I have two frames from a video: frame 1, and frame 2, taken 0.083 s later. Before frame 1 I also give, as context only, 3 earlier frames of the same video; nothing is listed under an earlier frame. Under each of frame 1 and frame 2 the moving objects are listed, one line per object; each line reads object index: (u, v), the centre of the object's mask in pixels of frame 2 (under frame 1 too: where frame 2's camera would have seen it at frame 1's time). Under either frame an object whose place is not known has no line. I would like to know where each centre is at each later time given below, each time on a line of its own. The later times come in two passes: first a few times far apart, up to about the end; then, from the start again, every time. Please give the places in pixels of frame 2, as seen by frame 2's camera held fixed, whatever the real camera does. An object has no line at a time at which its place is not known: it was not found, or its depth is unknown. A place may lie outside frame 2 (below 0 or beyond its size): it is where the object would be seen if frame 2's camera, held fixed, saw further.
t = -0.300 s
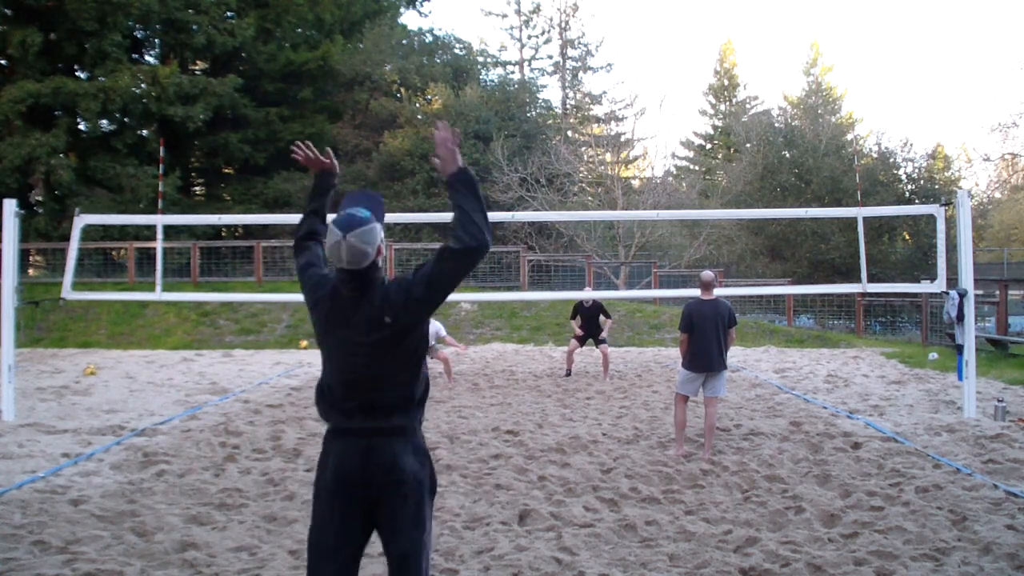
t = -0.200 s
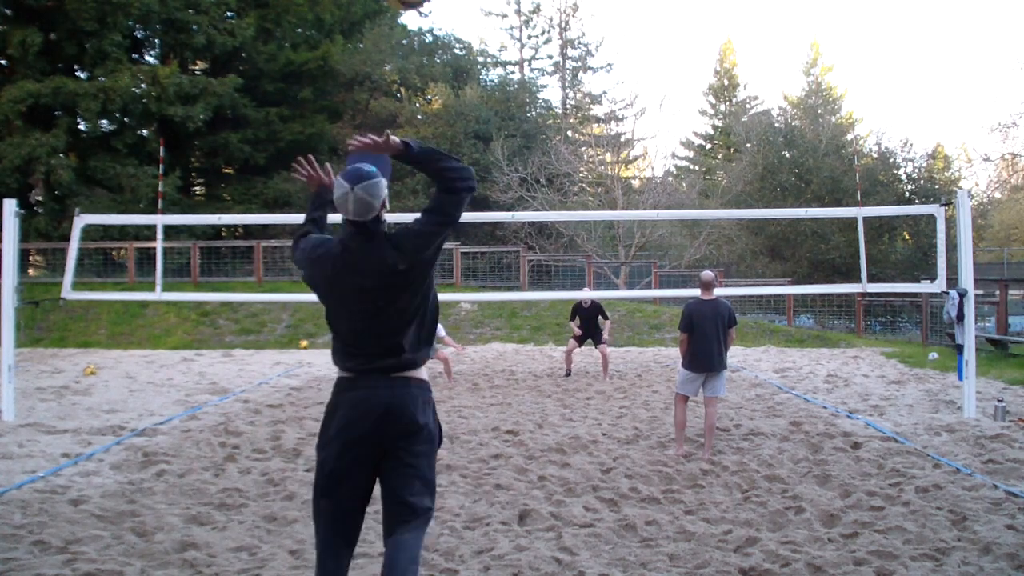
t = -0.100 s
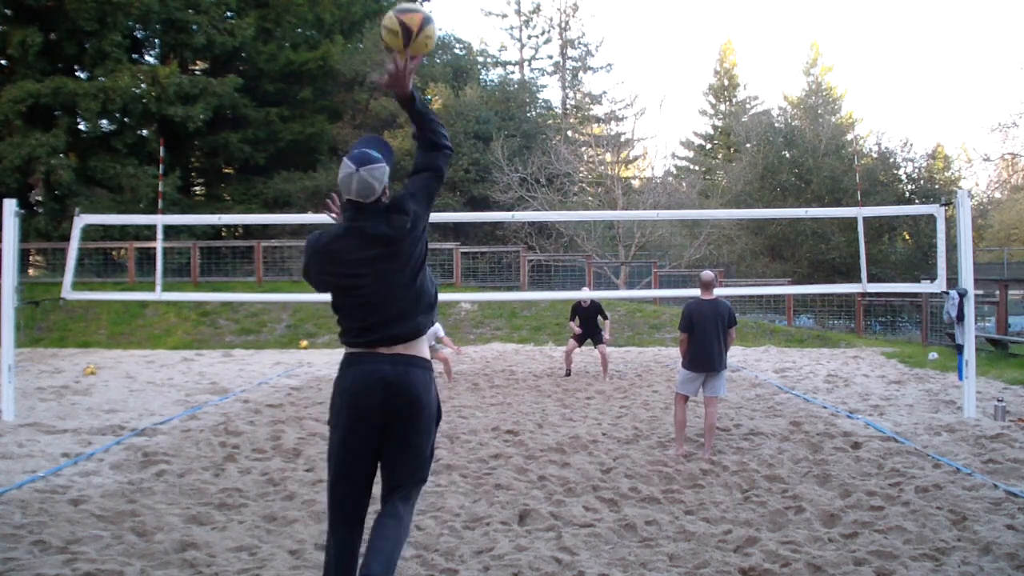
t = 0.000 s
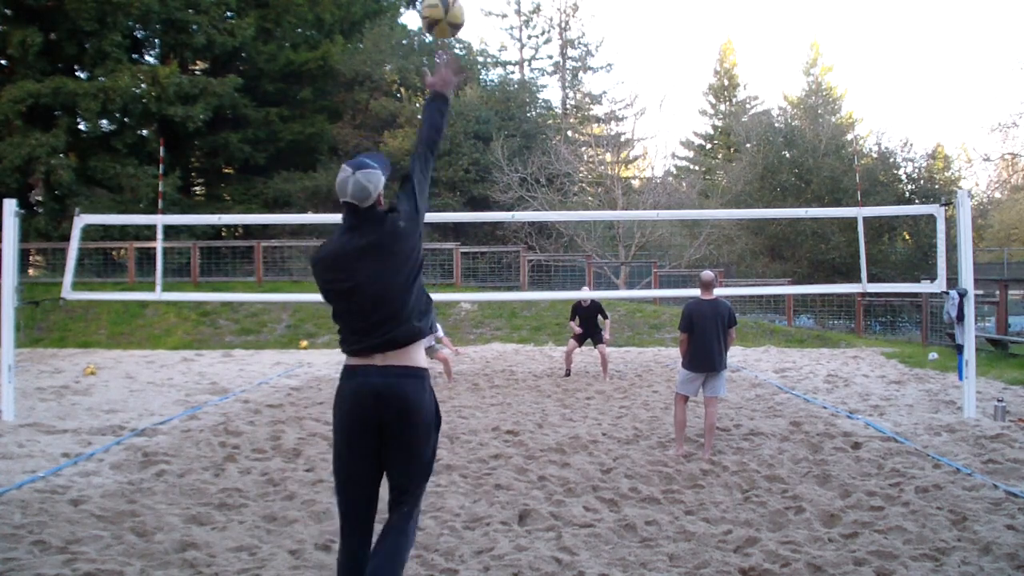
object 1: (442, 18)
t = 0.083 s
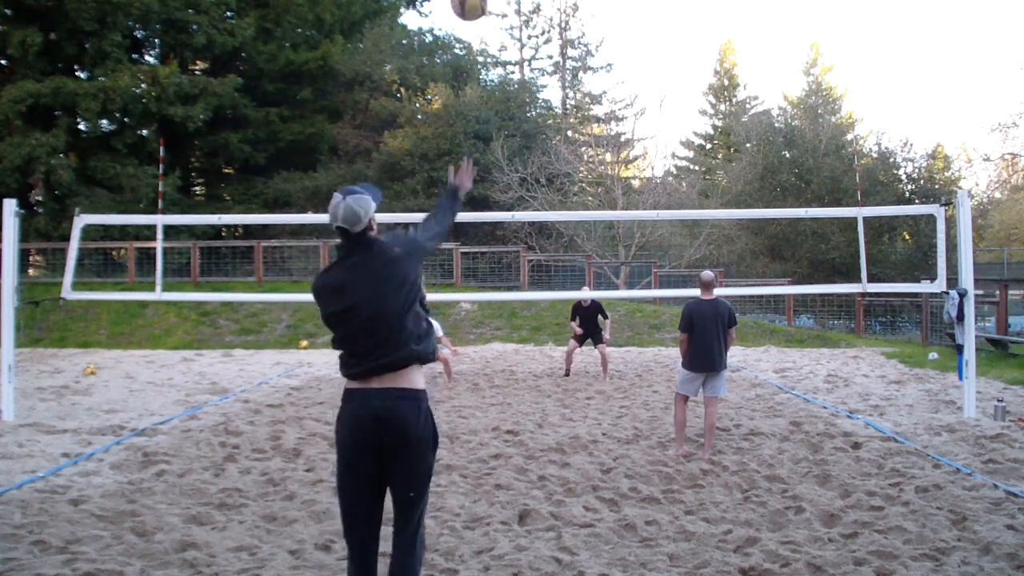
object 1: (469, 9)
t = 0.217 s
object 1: (497, 12)
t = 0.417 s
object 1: (525, 55)
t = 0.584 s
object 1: (540, 108)
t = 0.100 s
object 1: (474, 9)
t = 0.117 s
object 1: (478, 8)
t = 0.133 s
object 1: (481, 8)
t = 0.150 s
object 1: (485, 9)
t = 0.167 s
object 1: (488, 9)
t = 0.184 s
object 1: (492, 10)
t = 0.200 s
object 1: (495, 10)
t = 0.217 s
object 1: (497, 12)
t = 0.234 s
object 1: (500, 13)
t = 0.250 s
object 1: (503, 15)
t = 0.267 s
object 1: (505, 19)
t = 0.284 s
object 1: (507, 22)
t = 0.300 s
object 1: (511, 25)
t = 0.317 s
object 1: (512, 29)
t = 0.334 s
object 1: (515, 34)
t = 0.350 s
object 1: (517, 37)
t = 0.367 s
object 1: (518, 41)
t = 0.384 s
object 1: (521, 46)
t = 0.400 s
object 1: (523, 50)
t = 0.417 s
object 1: (525, 55)
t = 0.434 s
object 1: (526, 60)
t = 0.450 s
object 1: (528, 64)
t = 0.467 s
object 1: (530, 69)
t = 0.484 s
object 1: (531, 74)
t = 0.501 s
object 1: (533, 79)
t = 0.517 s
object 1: (534, 86)
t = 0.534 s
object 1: (536, 92)
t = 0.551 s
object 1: (537, 97)
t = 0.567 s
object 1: (540, 102)
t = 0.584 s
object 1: (540, 108)
